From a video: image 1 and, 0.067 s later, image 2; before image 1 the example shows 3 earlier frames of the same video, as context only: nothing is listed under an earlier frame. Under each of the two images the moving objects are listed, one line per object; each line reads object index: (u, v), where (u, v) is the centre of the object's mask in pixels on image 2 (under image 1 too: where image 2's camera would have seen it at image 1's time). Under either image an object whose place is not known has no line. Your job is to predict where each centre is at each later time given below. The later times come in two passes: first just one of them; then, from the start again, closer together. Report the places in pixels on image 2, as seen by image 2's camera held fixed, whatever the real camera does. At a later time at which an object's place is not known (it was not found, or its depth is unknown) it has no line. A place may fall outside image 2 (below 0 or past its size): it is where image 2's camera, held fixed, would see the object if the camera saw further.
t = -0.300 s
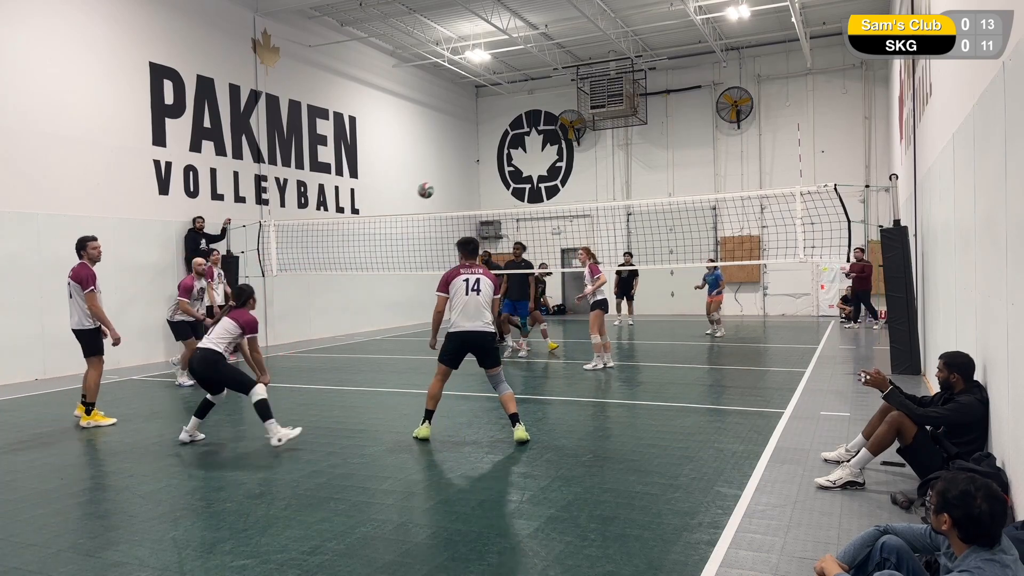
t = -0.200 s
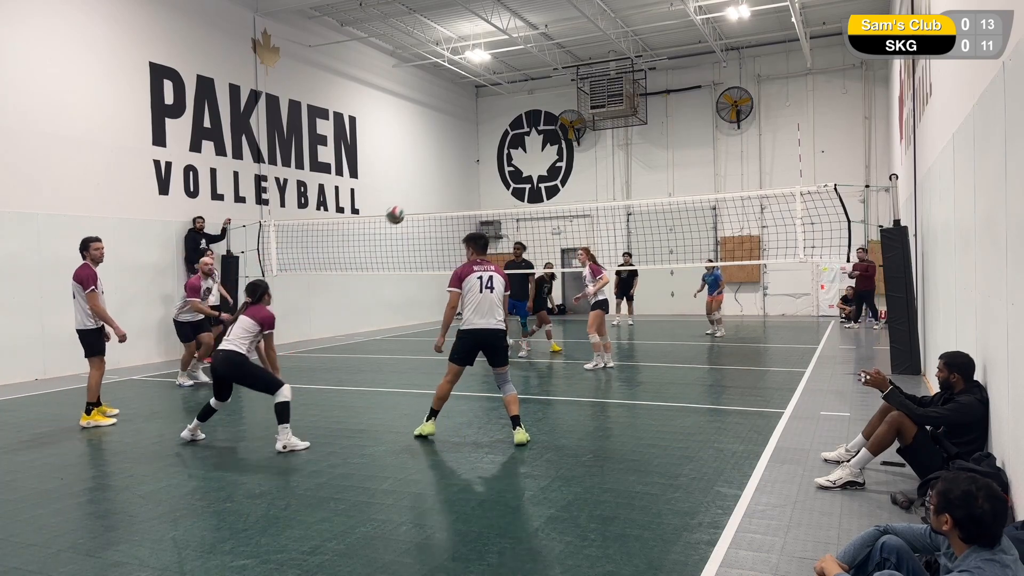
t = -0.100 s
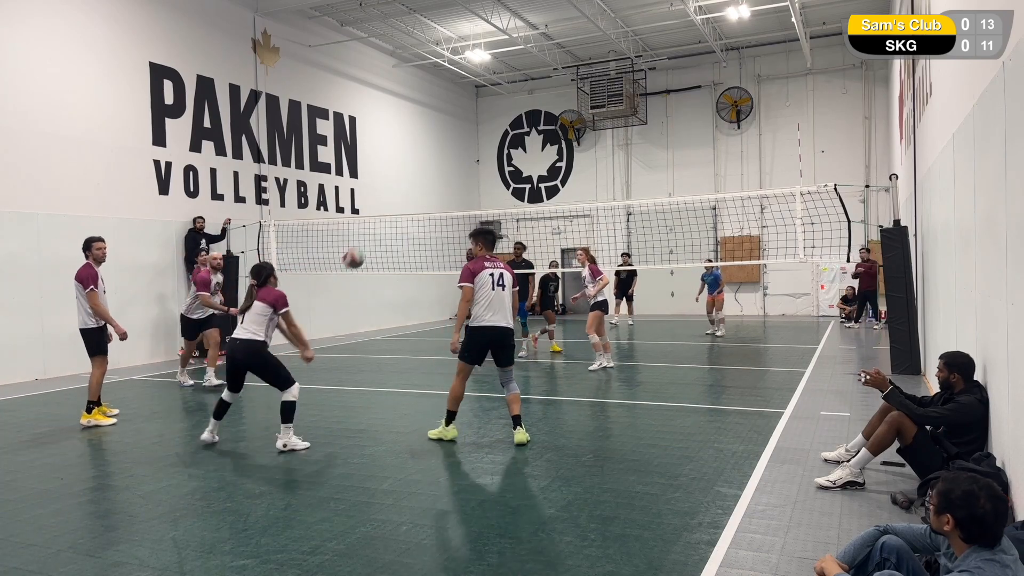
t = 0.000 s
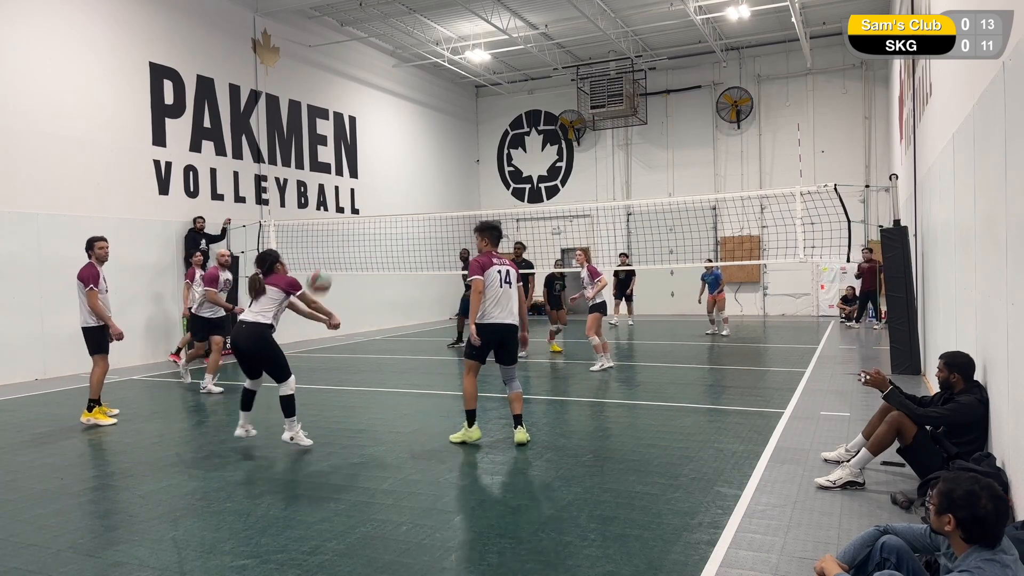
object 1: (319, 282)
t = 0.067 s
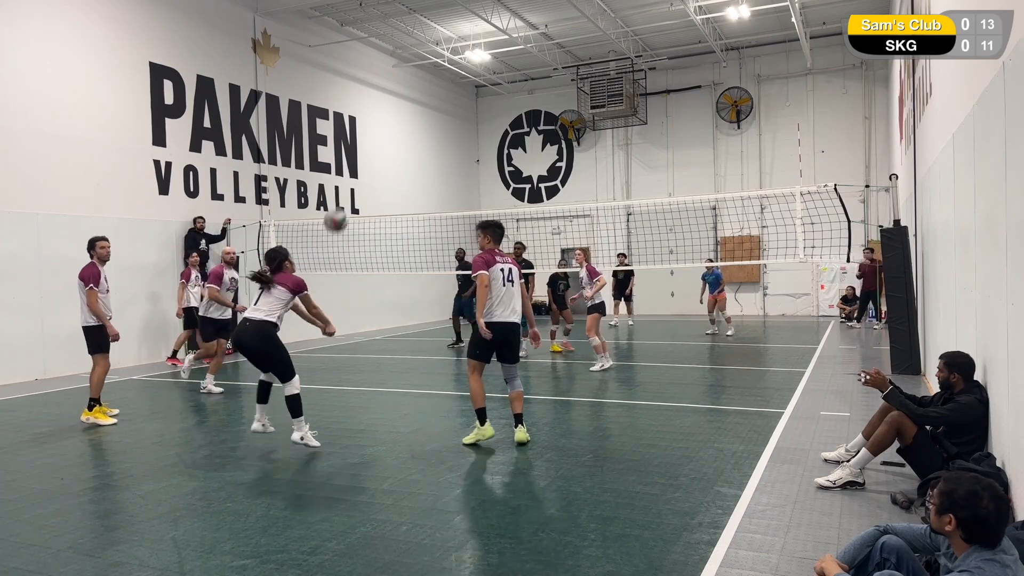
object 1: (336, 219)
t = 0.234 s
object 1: (371, 105)
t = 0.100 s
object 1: (344, 194)
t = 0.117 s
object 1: (347, 179)
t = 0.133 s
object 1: (351, 168)
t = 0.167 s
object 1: (358, 145)
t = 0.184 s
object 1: (361, 133)
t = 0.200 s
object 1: (365, 123)
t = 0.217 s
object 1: (368, 114)
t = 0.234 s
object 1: (371, 105)
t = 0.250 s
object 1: (374, 95)
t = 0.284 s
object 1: (381, 79)
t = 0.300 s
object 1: (383, 72)
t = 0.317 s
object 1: (387, 65)
